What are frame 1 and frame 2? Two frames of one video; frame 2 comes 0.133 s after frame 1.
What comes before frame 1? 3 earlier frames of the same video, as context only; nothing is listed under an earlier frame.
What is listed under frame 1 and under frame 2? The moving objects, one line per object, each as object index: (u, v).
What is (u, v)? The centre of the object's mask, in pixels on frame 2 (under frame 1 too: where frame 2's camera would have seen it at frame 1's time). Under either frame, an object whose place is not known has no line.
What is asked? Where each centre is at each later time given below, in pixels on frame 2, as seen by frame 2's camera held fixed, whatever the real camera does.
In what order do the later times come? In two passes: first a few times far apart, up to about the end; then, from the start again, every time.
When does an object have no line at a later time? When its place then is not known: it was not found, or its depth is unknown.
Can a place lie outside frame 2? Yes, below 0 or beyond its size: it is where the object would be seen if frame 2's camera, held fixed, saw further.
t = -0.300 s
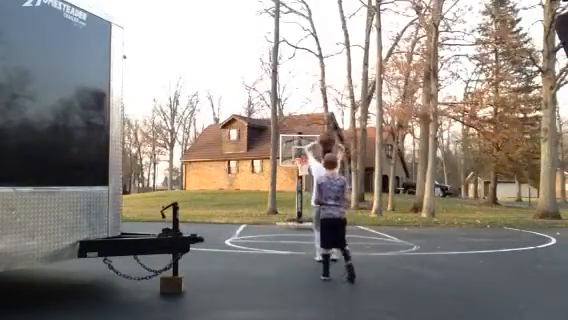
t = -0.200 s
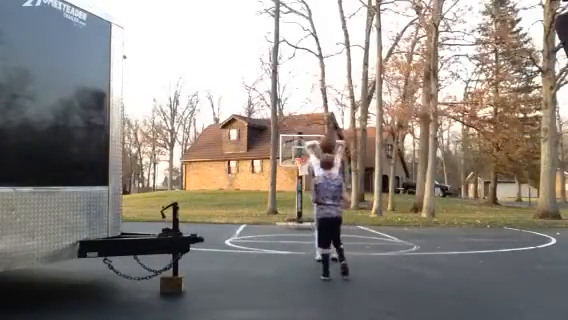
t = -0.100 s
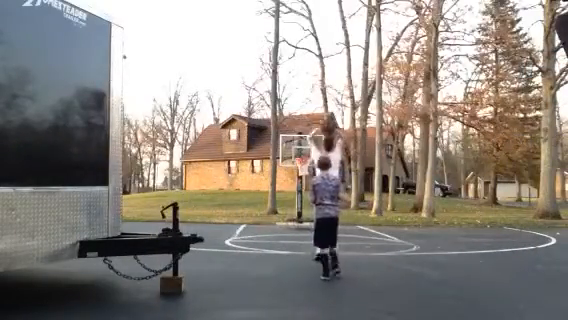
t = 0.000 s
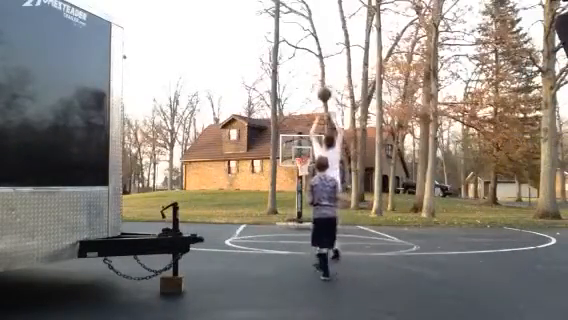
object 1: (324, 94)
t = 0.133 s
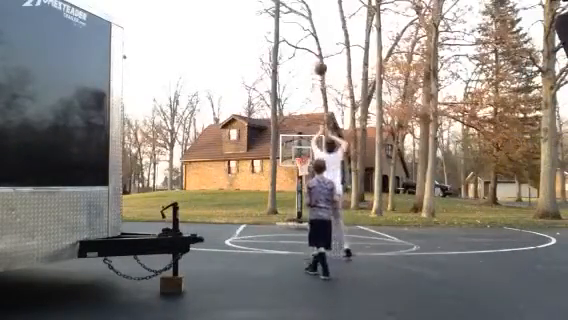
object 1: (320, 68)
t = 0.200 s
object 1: (319, 61)
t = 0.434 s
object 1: (315, 56)
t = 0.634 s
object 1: (312, 70)
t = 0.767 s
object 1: (311, 86)
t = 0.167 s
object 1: (320, 63)
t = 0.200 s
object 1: (319, 61)
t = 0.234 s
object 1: (318, 60)
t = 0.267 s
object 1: (317, 58)
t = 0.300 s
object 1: (317, 56)
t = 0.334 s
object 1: (316, 55)
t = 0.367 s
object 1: (316, 55)
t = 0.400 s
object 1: (316, 55)
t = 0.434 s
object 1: (315, 56)
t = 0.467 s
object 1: (315, 57)
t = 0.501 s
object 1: (314, 59)
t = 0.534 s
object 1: (313, 61)
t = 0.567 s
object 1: (313, 64)
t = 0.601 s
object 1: (313, 66)
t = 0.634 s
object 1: (312, 70)
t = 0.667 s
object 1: (312, 73)
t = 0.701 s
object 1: (311, 77)
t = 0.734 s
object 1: (311, 81)
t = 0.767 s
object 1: (311, 86)
